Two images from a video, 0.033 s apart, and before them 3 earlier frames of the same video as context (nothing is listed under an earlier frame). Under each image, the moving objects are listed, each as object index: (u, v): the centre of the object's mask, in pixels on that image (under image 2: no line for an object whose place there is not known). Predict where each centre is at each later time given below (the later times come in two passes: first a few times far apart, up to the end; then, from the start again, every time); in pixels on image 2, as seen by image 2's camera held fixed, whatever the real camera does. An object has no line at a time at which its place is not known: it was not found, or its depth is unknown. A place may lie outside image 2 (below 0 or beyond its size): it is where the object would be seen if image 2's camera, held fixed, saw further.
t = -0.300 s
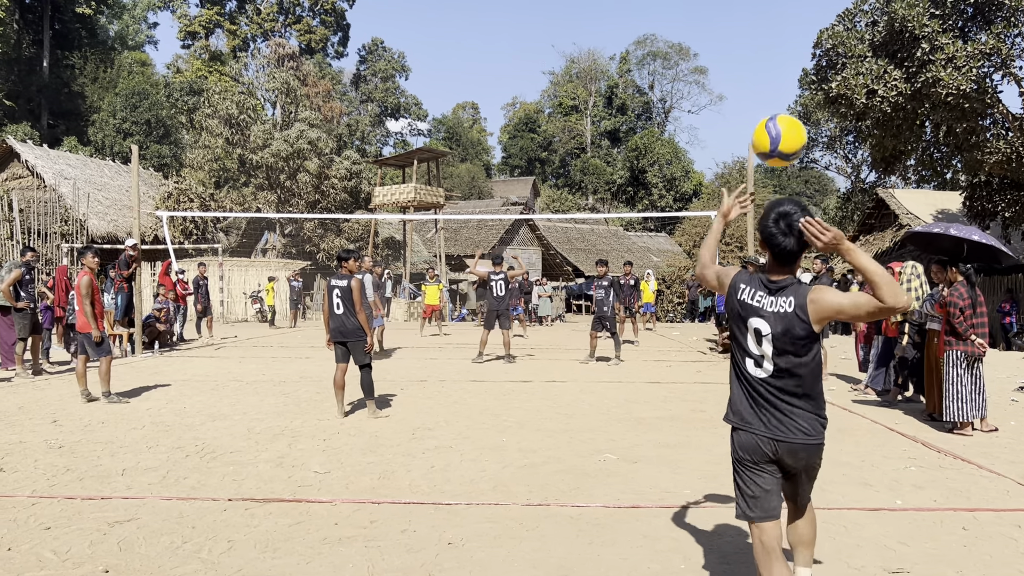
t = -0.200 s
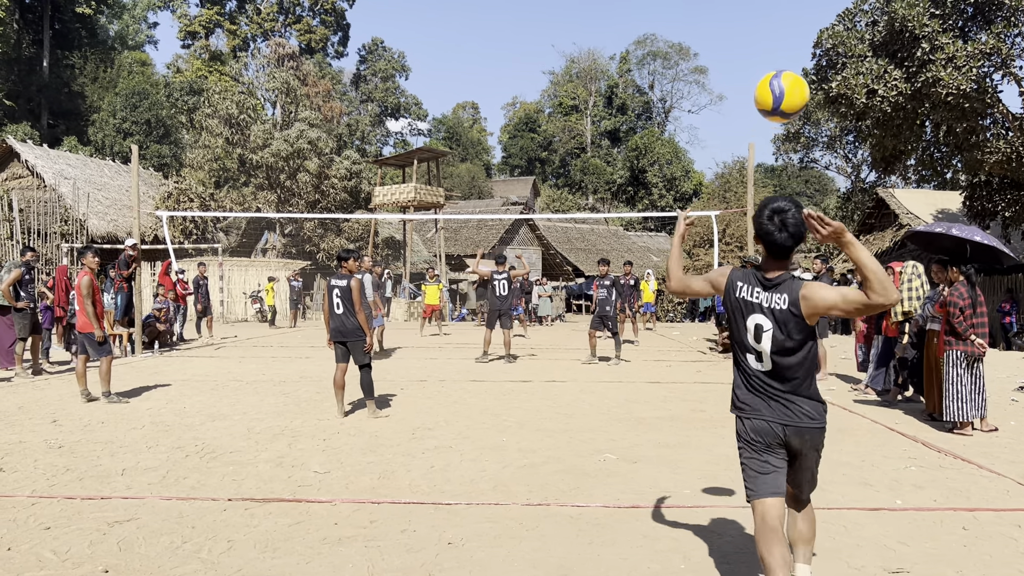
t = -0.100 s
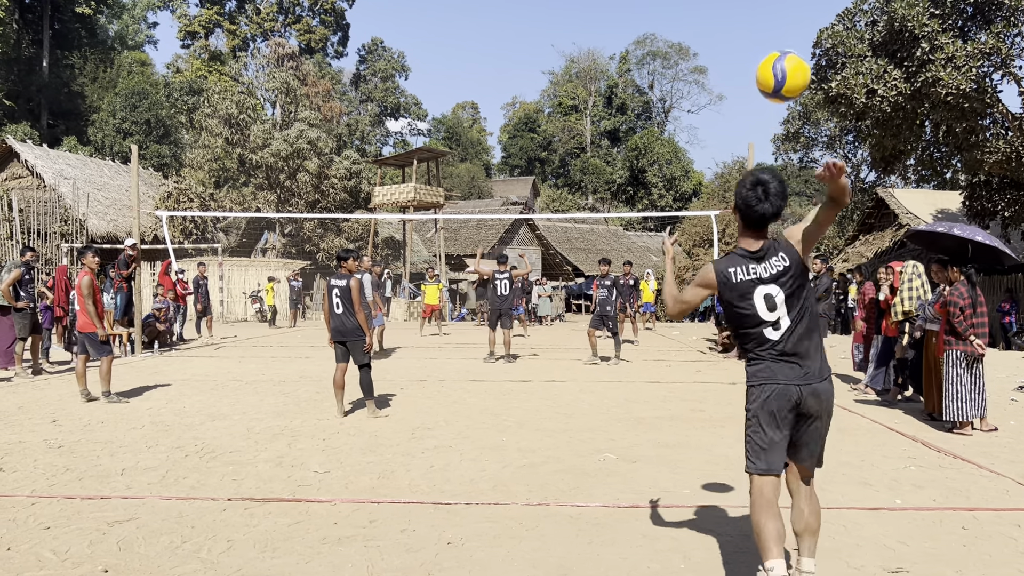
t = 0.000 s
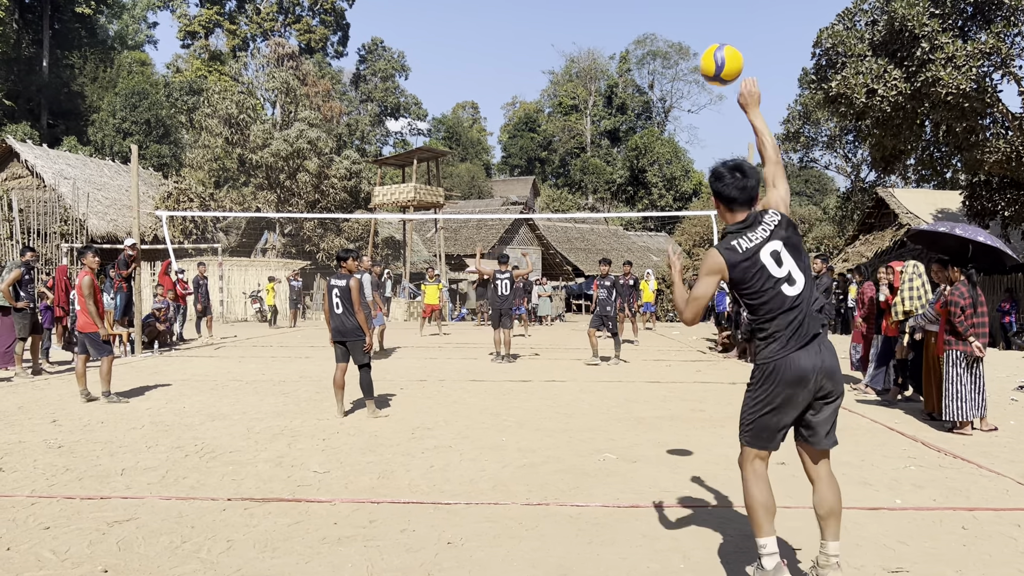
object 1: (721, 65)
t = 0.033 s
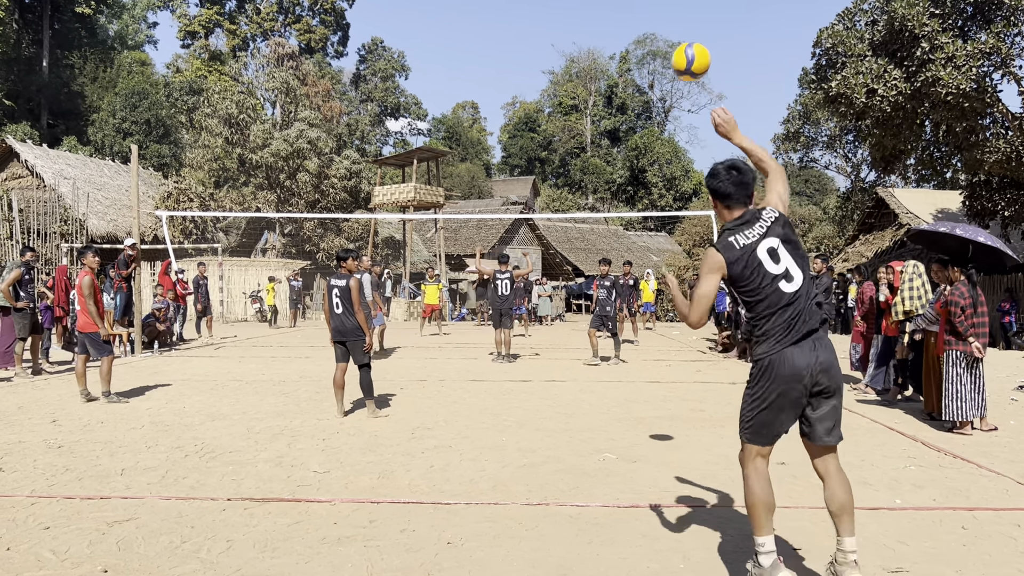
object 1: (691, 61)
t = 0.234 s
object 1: (597, 69)
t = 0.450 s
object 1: (553, 109)
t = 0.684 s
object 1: (529, 169)
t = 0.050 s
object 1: (678, 60)
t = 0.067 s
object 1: (667, 60)
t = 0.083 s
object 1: (656, 60)
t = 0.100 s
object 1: (647, 60)
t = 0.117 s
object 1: (638, 60)
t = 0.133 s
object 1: (631, 61)
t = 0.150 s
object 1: (624, 62)
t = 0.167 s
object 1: (618, 63)
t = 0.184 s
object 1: (612, 64)
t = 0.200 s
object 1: (606, 66)
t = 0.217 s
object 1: (602, 67)
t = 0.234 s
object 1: (597, 69)
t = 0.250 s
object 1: (593, 71)
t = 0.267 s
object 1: (589, 73)
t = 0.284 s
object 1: (585, 76)
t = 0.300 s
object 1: (581, 78)
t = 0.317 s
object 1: (578, 81)
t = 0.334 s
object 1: (574, 84)
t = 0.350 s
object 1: (571, 87)
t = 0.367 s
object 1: (567, 91)
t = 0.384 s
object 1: (564, 94)
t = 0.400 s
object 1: (561, 98)
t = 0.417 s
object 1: (558, 101)
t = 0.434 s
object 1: (555, 105)
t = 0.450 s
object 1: (553, 109)
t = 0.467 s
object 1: (551, 113)
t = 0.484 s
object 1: (548, 117)
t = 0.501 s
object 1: (546, 121)
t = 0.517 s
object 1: (544, 125)
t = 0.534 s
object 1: (542, 130)
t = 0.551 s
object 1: (540, 134)
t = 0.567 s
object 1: (539, 139)
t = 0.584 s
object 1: (537, 143)
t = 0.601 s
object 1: (536, 147)
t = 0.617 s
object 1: (534, 152)
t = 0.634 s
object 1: (533, 156)
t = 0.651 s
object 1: (532, 161)
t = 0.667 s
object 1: (531, 165)
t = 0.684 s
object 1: (529, 169)
